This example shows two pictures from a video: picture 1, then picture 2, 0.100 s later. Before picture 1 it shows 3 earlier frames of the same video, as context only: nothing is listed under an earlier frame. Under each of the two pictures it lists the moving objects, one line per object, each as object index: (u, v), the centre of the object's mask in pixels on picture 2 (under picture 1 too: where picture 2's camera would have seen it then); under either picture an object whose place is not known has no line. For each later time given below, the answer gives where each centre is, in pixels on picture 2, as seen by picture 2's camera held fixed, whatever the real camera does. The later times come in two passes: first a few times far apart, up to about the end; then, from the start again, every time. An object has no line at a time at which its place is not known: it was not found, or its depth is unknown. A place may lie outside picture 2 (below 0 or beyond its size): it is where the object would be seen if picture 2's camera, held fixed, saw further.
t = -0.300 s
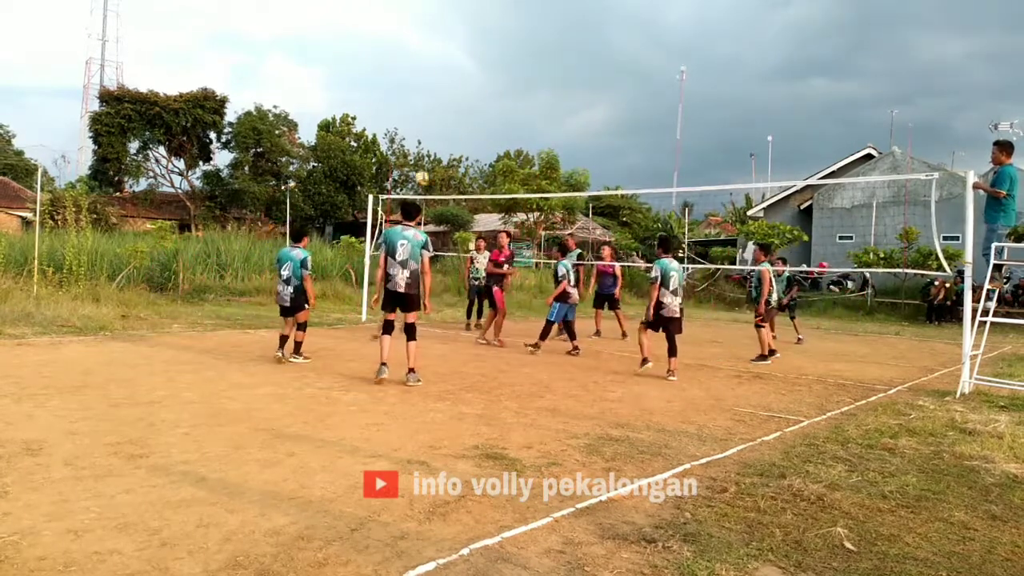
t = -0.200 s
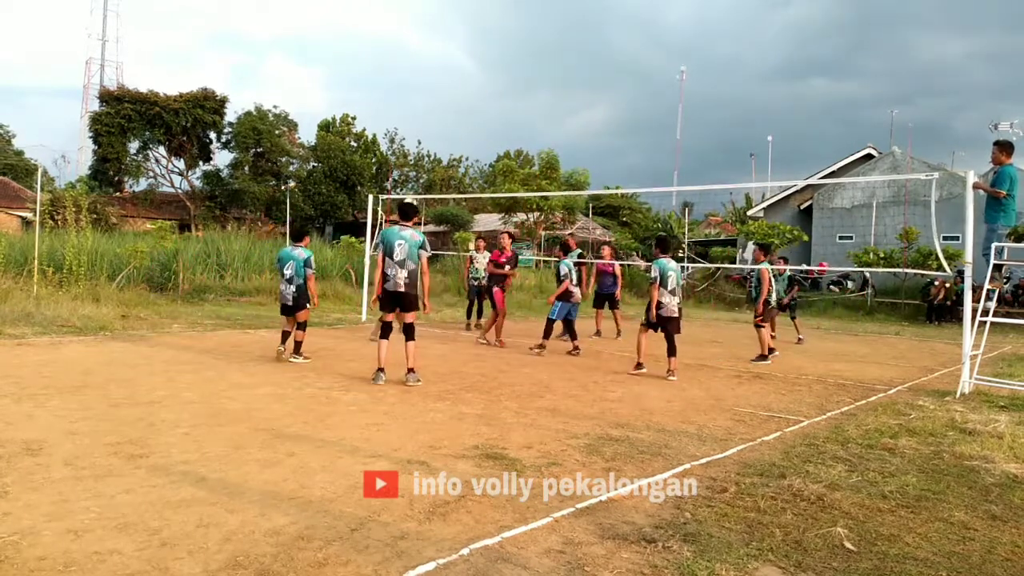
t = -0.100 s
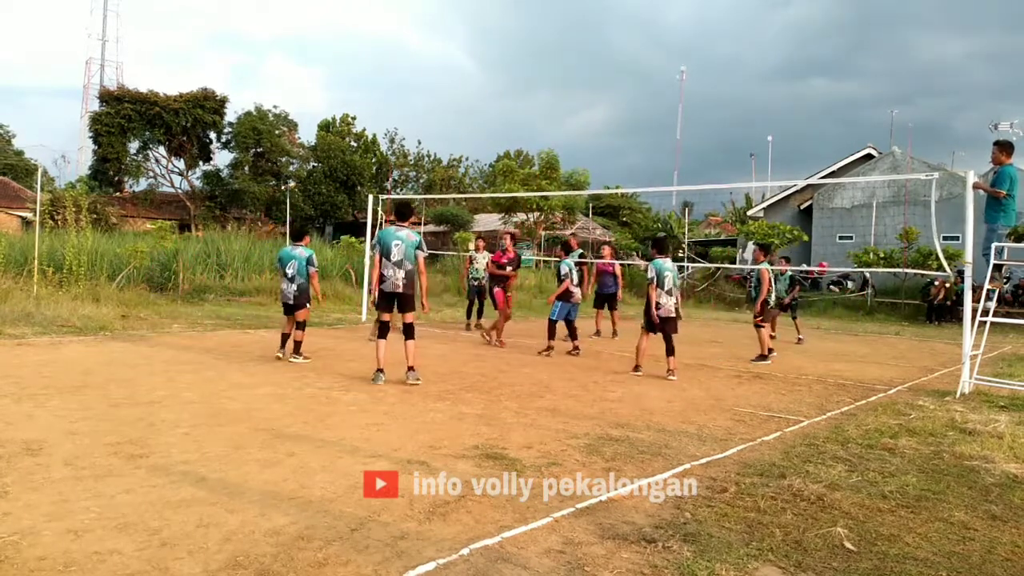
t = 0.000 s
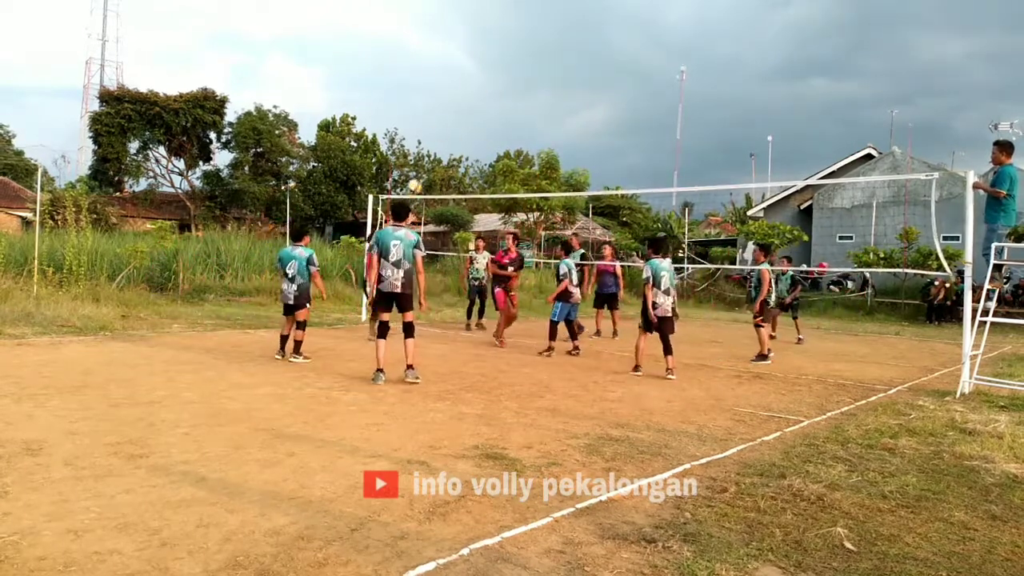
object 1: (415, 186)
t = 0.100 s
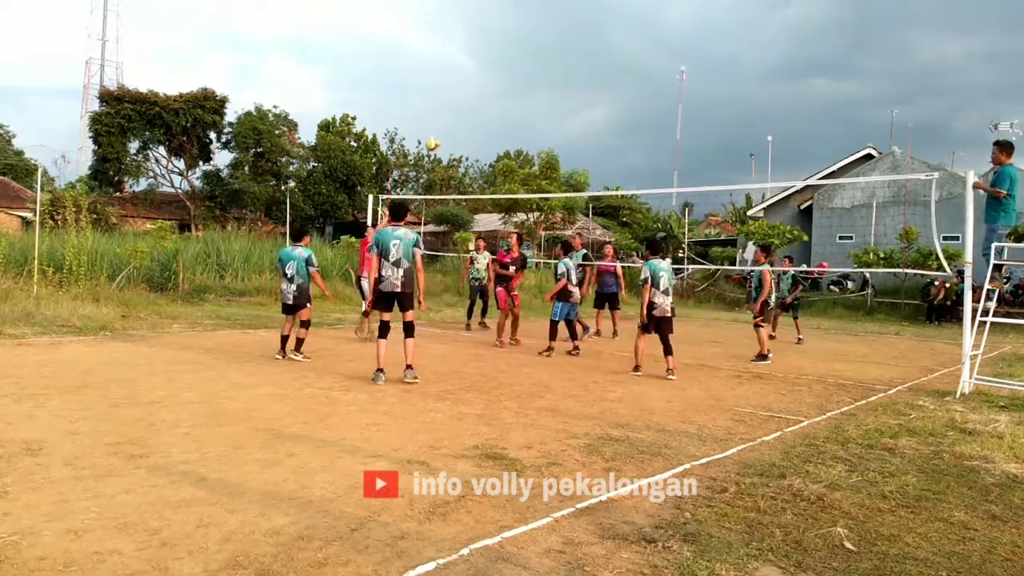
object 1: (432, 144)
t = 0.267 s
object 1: (462, 87)
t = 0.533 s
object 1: (510, 31)
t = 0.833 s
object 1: (565, 25)
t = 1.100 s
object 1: (612, 78)
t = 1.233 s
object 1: (635, 127)
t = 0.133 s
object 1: (438, 132)
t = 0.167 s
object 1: (444, 120)
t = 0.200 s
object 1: (450, 108)
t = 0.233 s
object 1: (456, 97)
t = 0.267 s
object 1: (462, 87)
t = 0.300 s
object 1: (469, 78)
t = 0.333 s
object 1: (475, 69)
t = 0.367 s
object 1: (481, 60)
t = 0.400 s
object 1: (487, 54)
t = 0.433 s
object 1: (493, 46)
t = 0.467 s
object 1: (498, 40)
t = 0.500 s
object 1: (504, 35)
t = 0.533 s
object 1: (510, 31)
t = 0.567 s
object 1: (517, 26)
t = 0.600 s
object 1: (523, 24)
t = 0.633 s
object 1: (528, 21)
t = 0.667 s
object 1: (535, 20)
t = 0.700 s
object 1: (541, 19)
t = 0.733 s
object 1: (547, 19)
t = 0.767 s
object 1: (553, 20)
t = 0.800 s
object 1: (559, 21)
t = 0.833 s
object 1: (565, 25)
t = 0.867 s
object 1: (571, 28)
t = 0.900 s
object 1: (577, 32)
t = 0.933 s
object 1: (582, 38)
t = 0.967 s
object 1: (589, 44)
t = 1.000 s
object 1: (594, 51)
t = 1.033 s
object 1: (600, 59)
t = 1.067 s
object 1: (606, 68)
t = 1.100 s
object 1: (612, 78)
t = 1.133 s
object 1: (617, 89)
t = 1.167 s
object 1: (623, 100)
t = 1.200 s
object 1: (629, 113)
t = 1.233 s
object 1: (635, 127)
